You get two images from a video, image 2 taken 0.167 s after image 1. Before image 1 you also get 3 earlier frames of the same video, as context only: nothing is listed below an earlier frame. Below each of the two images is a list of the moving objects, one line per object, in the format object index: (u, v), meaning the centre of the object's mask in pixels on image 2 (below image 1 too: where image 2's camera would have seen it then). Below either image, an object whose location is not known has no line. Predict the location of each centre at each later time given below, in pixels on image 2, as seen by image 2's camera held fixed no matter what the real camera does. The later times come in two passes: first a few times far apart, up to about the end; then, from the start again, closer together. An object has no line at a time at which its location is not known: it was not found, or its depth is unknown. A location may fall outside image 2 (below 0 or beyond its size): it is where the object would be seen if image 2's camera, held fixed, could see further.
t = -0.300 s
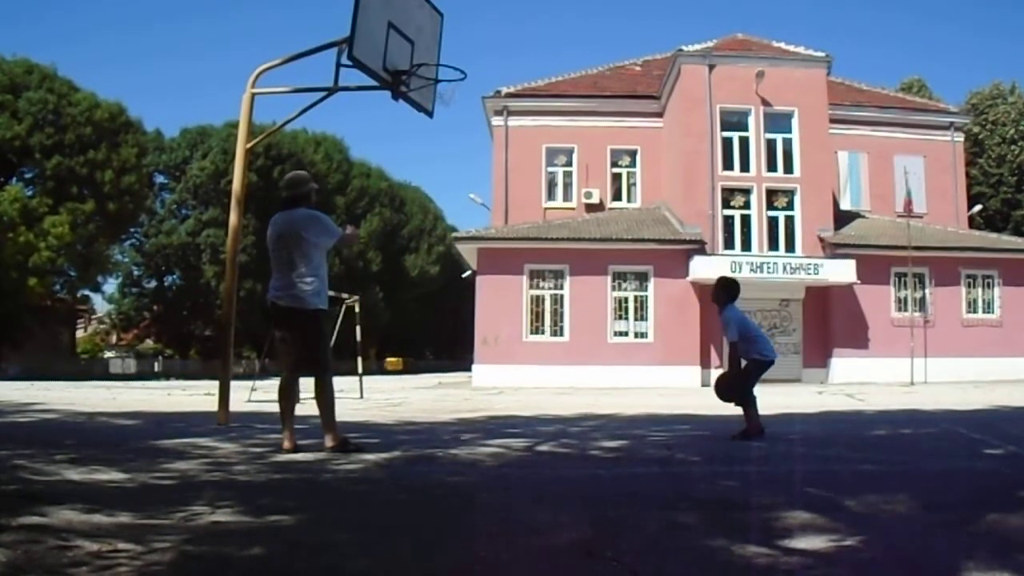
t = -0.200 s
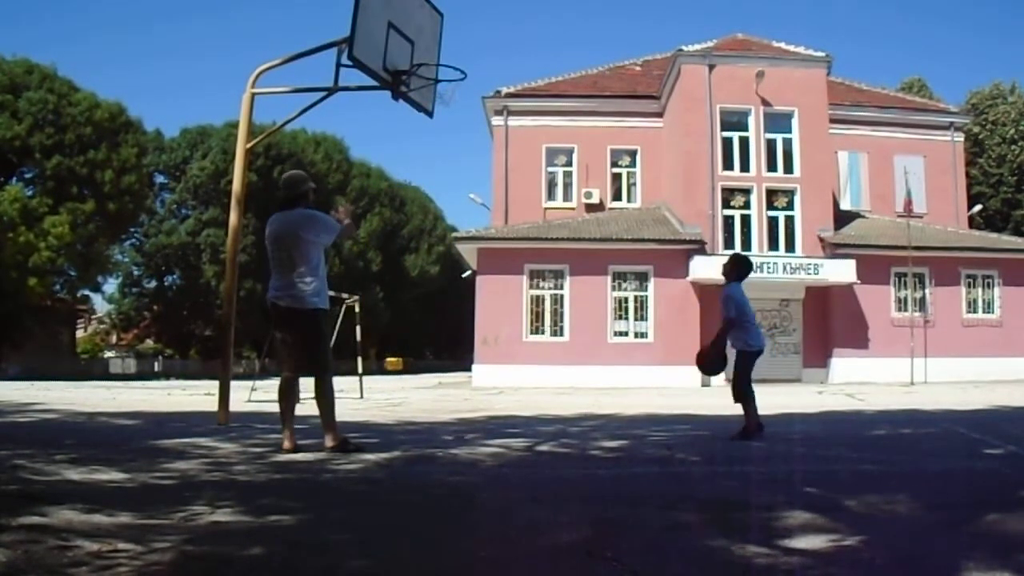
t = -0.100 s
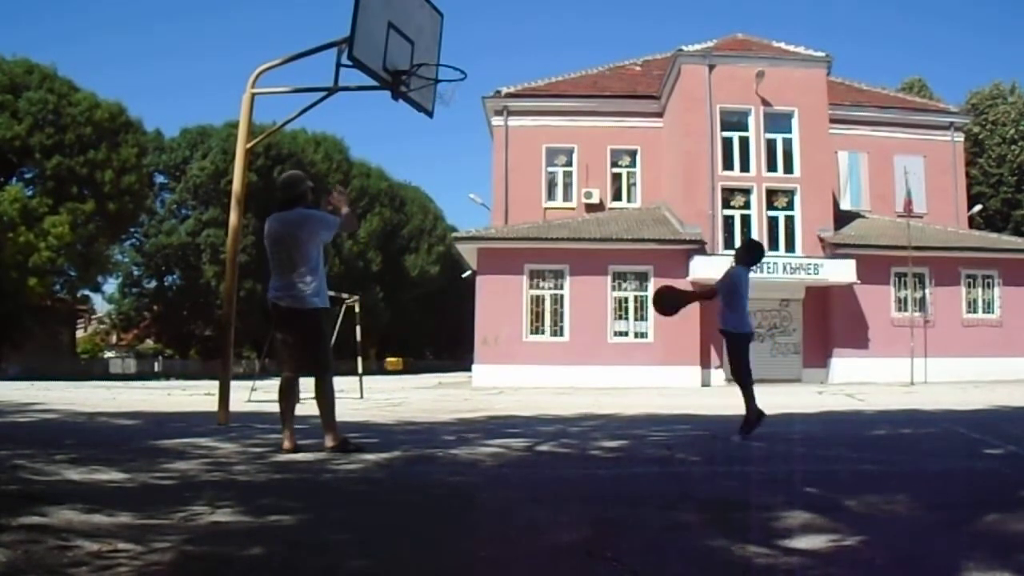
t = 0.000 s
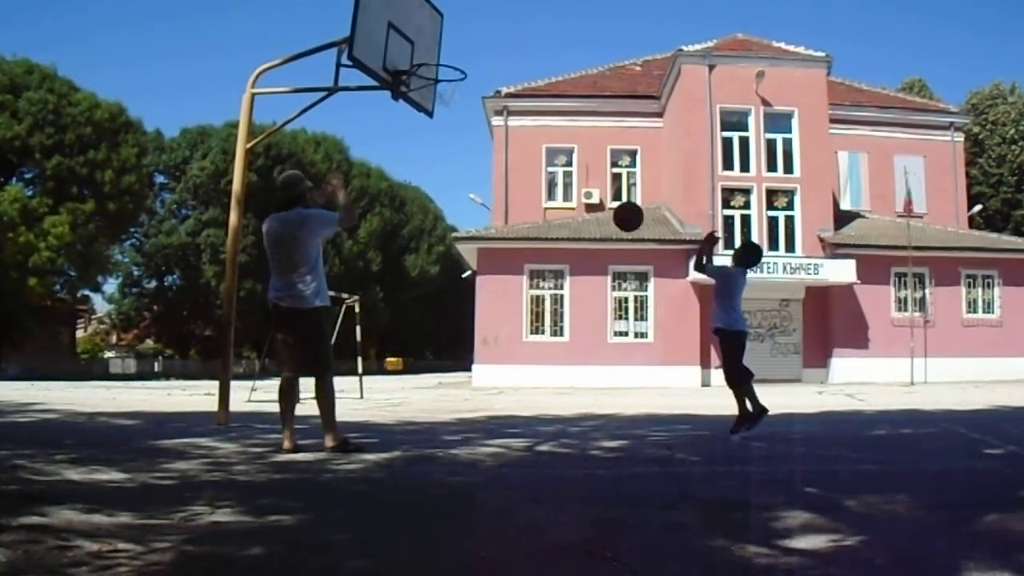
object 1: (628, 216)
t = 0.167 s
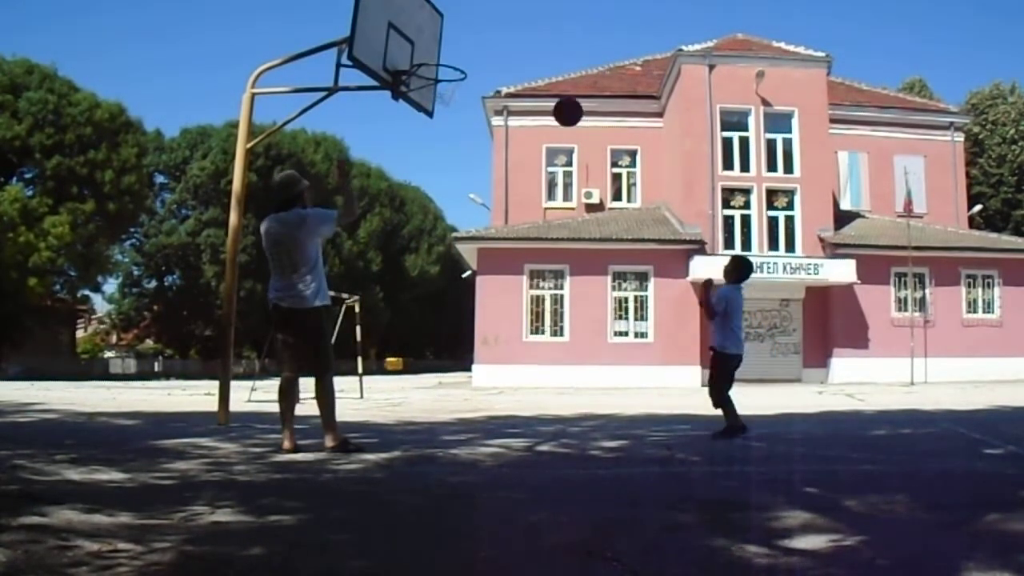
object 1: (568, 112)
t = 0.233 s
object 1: (545, 82)
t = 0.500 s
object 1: (459, 24)
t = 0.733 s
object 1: (425, 30)
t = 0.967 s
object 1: (481, 61)
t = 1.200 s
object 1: (543, 124)
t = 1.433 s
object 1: (610, 265)
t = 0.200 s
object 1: (556, 96)
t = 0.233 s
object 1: (545, 82)
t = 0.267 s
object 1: (534, 70)
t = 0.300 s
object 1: (523, 59)
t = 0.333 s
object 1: (511, 50)
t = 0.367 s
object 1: (501, 42)
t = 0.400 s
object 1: (490, 35)
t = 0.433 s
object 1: (480, 30)
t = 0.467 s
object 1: (469, 26)
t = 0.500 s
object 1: (459, 24)
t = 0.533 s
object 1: (449, 22)
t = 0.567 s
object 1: (438, 22)
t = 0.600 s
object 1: (429, 23)
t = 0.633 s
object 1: (418, 25)
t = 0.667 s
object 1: (408, 28)
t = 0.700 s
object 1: (417, 29)
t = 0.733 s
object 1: (425, 30)
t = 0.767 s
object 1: (433, 32)
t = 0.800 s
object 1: (441, 37)
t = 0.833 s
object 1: (449, 42)
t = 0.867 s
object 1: (456, 48)
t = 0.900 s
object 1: (464, 56)
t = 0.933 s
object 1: (473, 58)
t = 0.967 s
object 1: (481, 61)
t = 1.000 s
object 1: (490, 66)
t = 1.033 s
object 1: (498, 72)
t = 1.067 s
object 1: (507, 79)
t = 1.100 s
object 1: (516, 88)
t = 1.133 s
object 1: (525, 98)
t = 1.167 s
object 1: (534, 110)
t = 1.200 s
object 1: (543, 124)
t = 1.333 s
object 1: (580, 194)
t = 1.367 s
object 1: (590, 216)
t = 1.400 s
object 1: (600, 240)
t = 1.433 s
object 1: (610, 265)
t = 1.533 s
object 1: (640, 352)
